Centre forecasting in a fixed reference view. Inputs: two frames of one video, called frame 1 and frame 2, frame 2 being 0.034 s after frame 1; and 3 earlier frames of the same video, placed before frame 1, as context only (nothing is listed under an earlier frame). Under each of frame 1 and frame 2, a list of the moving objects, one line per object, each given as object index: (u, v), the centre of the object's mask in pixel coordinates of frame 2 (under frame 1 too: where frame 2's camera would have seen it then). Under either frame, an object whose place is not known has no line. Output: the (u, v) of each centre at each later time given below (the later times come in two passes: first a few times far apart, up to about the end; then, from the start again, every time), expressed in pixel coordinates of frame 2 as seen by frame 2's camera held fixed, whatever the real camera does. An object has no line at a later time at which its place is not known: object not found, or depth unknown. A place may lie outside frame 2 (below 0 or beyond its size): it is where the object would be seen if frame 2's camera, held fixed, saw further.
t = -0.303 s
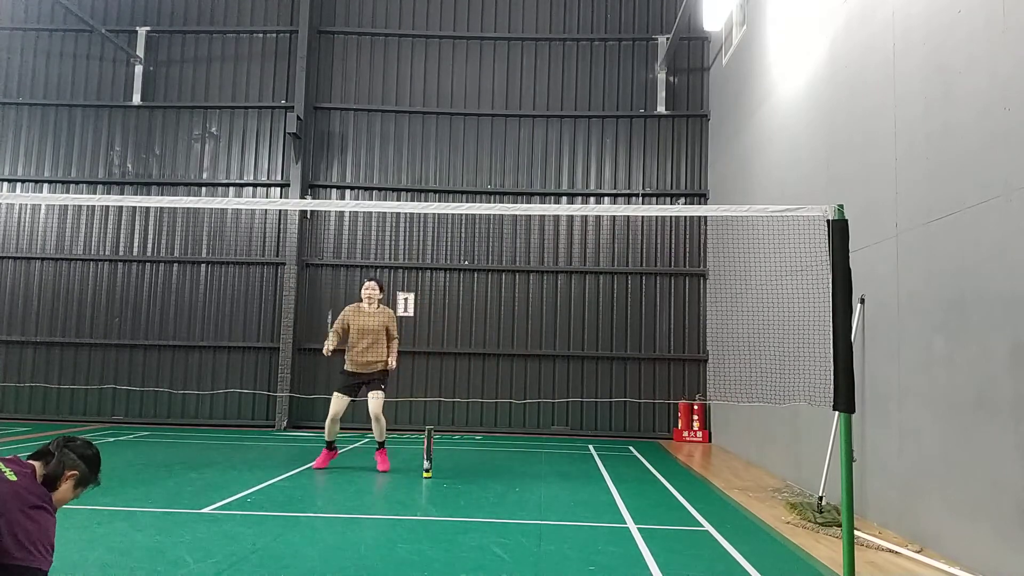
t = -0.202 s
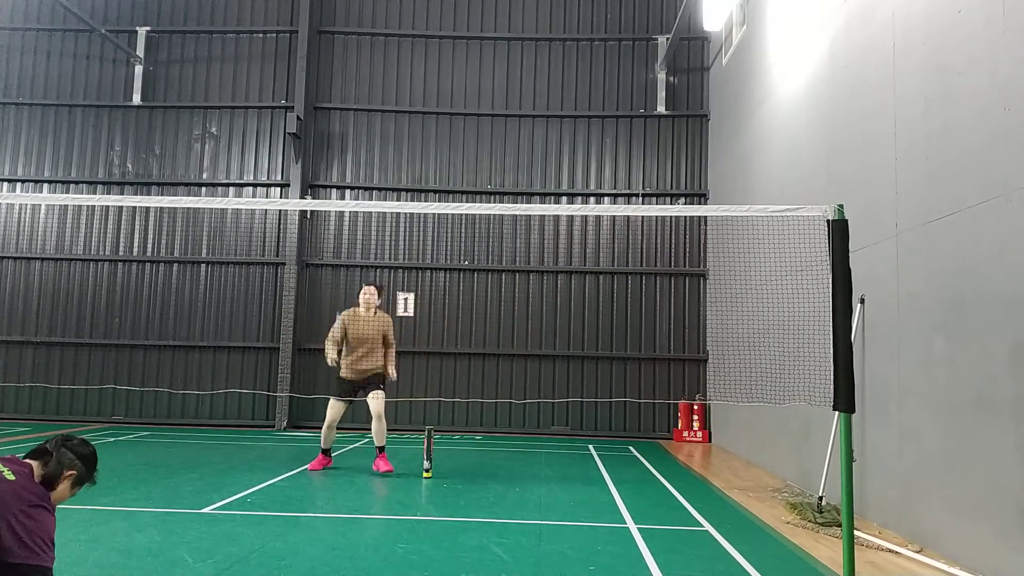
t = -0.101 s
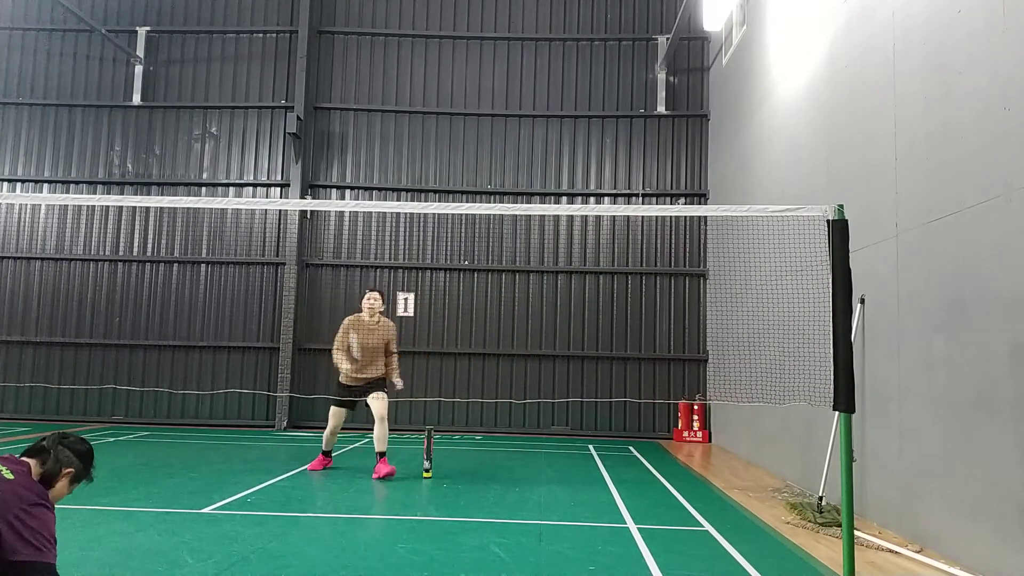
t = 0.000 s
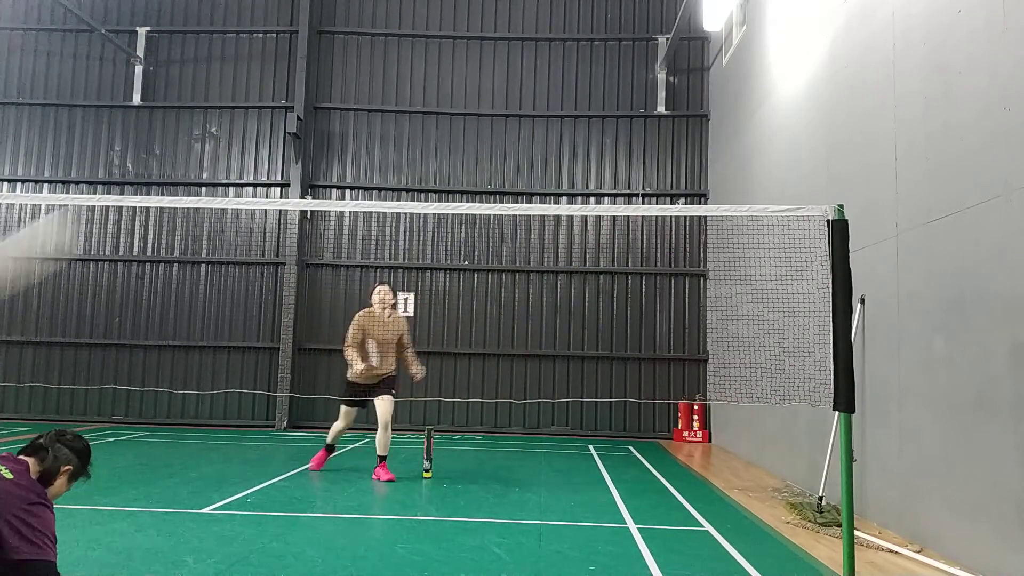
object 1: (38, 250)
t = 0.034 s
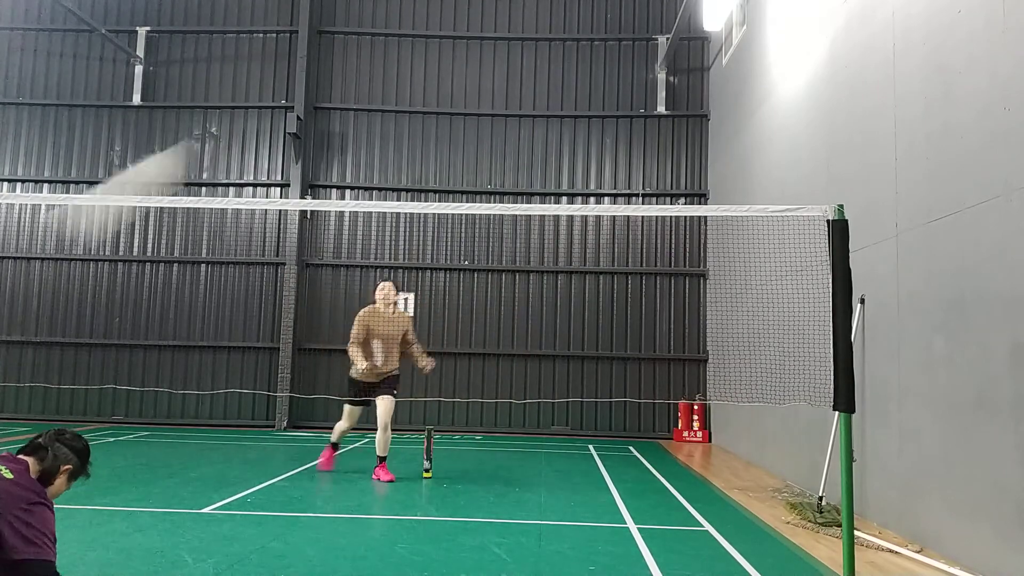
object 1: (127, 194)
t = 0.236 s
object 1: (416, 68)
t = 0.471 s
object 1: (505, 137)
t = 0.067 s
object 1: (211, 143)
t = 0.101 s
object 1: (278, 107)
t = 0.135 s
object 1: (328, 86)
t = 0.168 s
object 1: (364, 73)
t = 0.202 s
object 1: (392, 68)
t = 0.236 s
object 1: (416, 68)
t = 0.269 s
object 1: (435, 71)
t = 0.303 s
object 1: (451, 77)
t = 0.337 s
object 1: (464, 86)
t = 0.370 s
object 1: (477, 96)
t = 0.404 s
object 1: (487, 108)
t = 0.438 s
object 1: (497, 122)
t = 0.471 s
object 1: (505, 137)
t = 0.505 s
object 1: (513, 154)
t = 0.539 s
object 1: (519, 172)
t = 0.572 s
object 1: (526, 190)
